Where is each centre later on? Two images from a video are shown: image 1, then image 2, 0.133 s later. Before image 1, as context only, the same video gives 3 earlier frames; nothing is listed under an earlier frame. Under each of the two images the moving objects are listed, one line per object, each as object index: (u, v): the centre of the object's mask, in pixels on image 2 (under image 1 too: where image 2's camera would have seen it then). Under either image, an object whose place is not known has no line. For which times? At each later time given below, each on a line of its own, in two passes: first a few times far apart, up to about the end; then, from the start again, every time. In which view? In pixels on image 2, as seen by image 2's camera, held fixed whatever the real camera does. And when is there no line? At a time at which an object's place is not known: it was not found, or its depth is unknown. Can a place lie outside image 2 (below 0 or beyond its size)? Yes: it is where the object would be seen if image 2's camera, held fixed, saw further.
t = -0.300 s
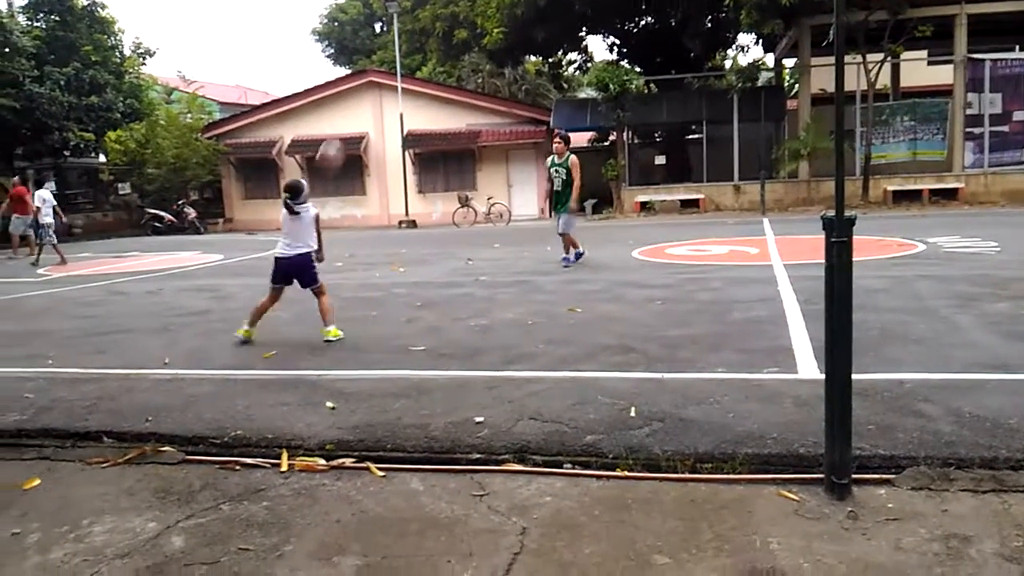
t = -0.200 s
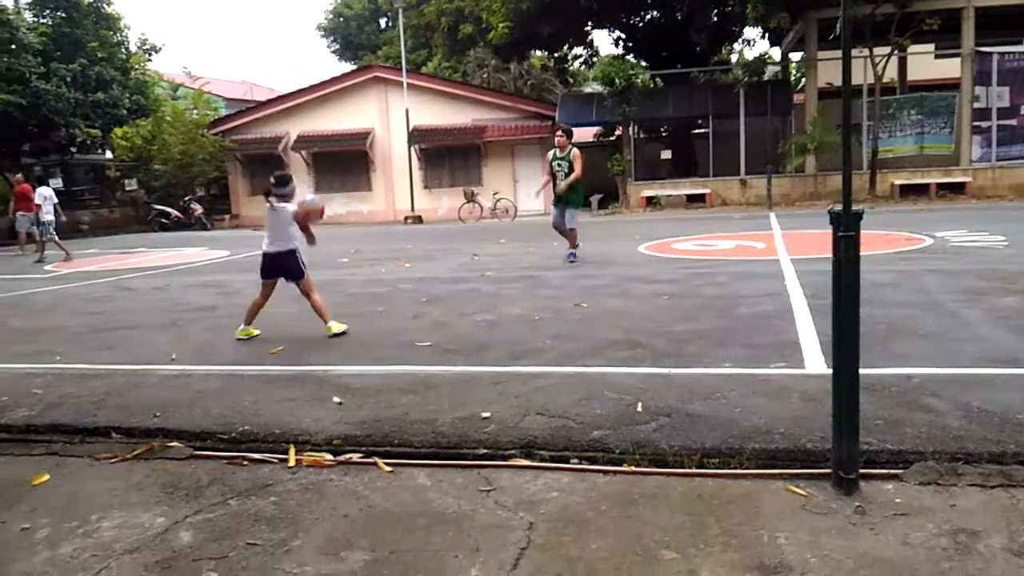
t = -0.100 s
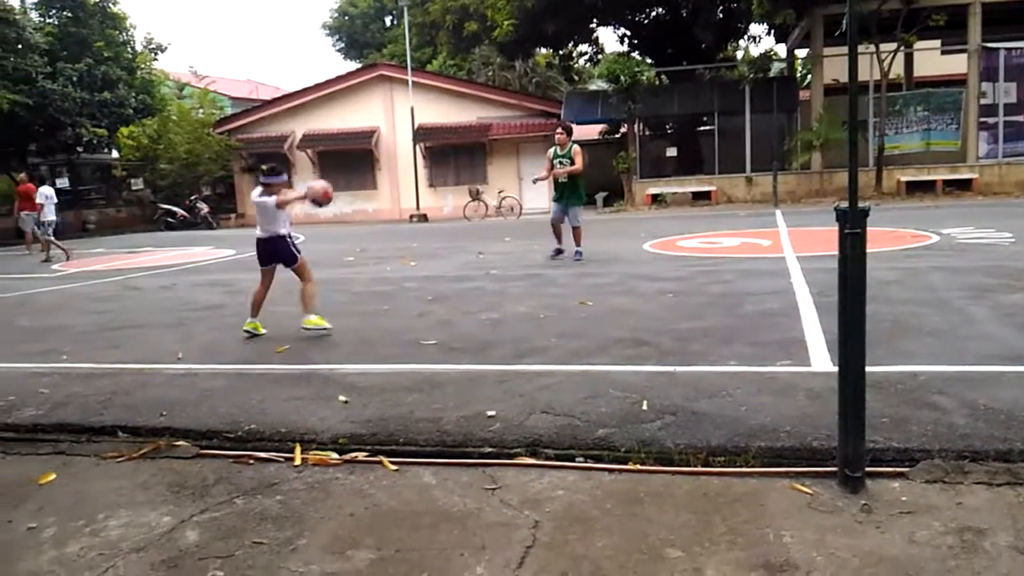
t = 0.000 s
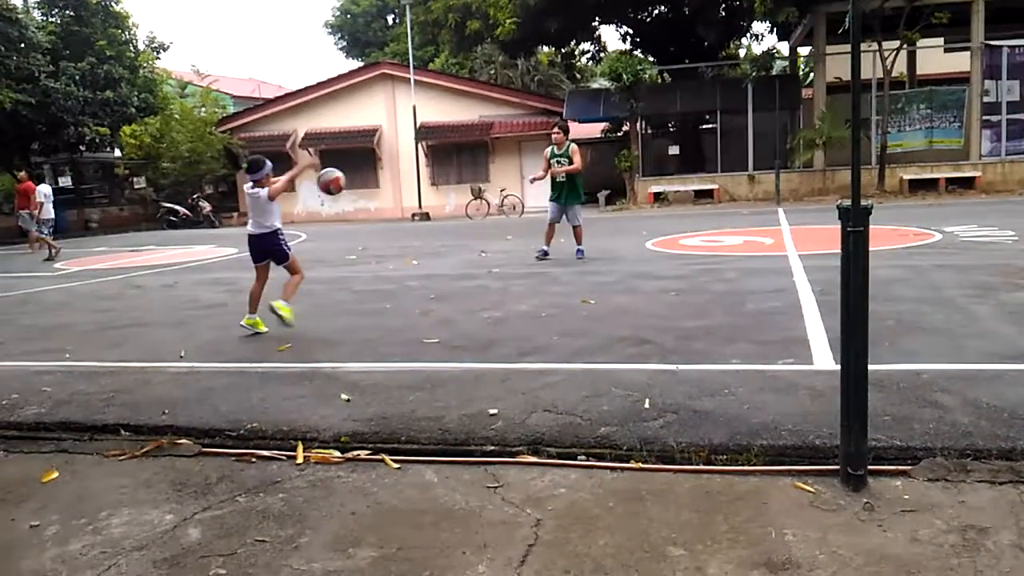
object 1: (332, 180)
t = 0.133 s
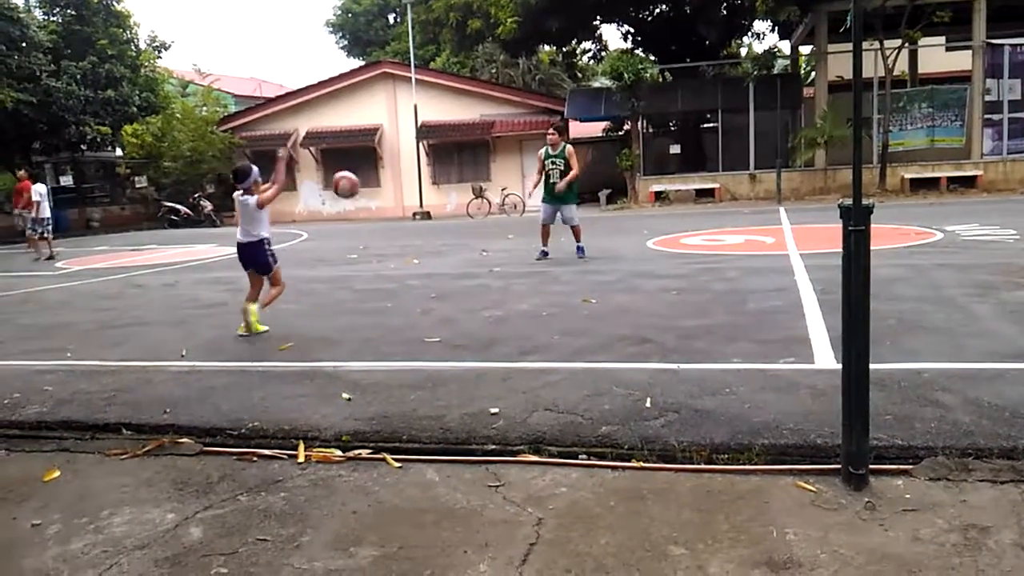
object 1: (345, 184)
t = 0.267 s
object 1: (361, 214)
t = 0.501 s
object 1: (392, 315)
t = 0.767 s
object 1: (426, 233)
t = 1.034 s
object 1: (465, 232)
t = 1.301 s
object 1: (504, 293)
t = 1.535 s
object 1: (516, 244)
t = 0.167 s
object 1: (349, 189)
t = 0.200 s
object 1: (354, 195)
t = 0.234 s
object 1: (358, 203)
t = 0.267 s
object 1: (361, 214)
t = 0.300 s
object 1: (366, 226)
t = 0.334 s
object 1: (369, 235)
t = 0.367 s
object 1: (373, 248)
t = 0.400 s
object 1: (378, 264)
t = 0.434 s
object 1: (383, 280)
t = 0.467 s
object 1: (388, 297)
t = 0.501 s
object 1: (392, 315)
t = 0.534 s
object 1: (397, 304)
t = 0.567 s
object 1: (401, 291)
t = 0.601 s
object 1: (405, 278)
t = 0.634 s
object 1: (409, 265)
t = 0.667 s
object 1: (414, 255)
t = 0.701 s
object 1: (419, 246)
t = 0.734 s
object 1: (422, 239)
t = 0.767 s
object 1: (426, 233)
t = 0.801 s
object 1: (432, 228)
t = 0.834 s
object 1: (437, 224)
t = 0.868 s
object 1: (441, 222)
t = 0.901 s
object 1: (446, 221)
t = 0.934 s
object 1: (451, 222)
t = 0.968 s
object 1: (455, 224)
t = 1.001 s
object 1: (460, 227)
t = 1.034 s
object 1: (465, 232)
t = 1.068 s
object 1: (470, 237)
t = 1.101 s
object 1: (475, 244)
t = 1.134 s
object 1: (480, 253)
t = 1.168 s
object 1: (485, 263)
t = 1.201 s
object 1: (490, 274)
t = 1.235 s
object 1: (495, 286)
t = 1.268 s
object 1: (501, 301)
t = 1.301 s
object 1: (504, 293)
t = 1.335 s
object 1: (505, 283)
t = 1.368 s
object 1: (506, 273)
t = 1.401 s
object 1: (509, 265)
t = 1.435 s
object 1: (511, 257)
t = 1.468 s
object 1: (513, 250)
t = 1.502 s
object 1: (514, 247)
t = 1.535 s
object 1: (516, 244)
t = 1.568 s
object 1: (519, 242)
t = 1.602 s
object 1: (521, 241)
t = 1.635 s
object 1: (523, 241)
